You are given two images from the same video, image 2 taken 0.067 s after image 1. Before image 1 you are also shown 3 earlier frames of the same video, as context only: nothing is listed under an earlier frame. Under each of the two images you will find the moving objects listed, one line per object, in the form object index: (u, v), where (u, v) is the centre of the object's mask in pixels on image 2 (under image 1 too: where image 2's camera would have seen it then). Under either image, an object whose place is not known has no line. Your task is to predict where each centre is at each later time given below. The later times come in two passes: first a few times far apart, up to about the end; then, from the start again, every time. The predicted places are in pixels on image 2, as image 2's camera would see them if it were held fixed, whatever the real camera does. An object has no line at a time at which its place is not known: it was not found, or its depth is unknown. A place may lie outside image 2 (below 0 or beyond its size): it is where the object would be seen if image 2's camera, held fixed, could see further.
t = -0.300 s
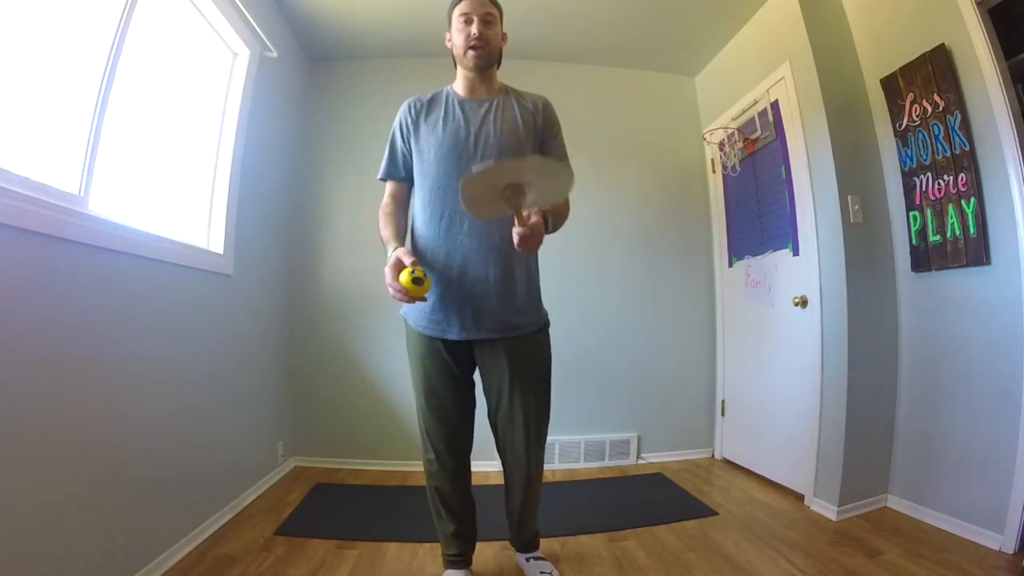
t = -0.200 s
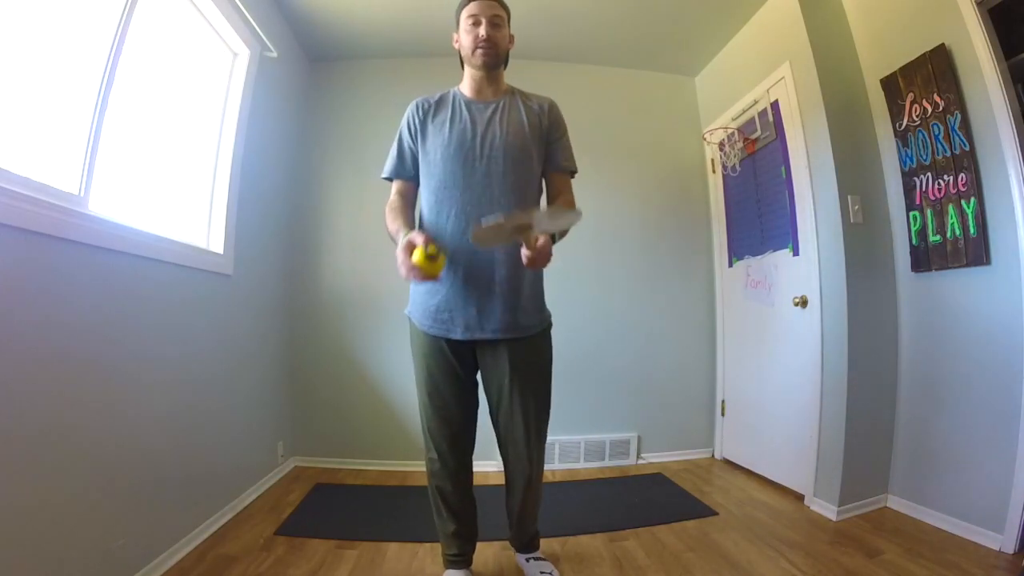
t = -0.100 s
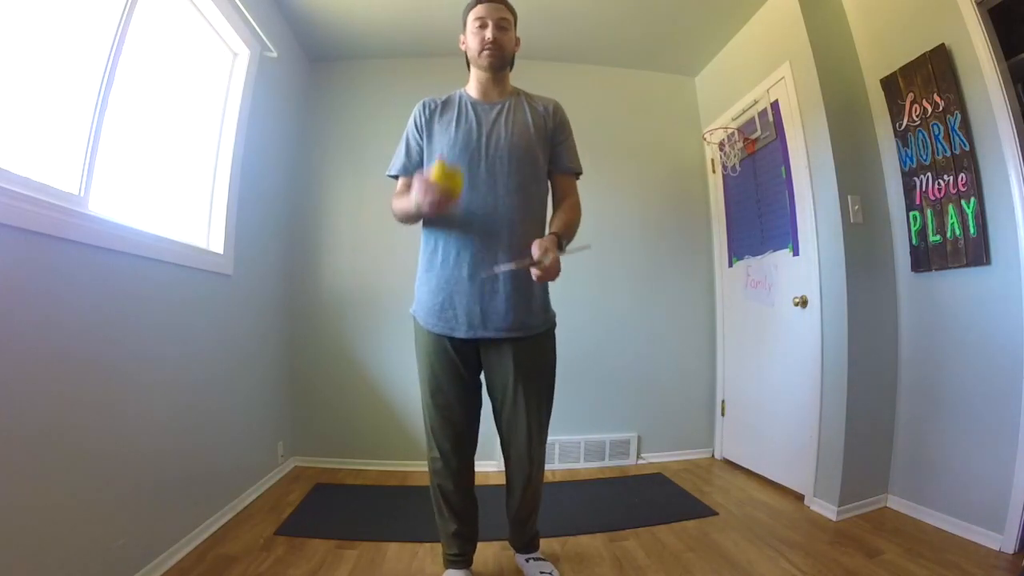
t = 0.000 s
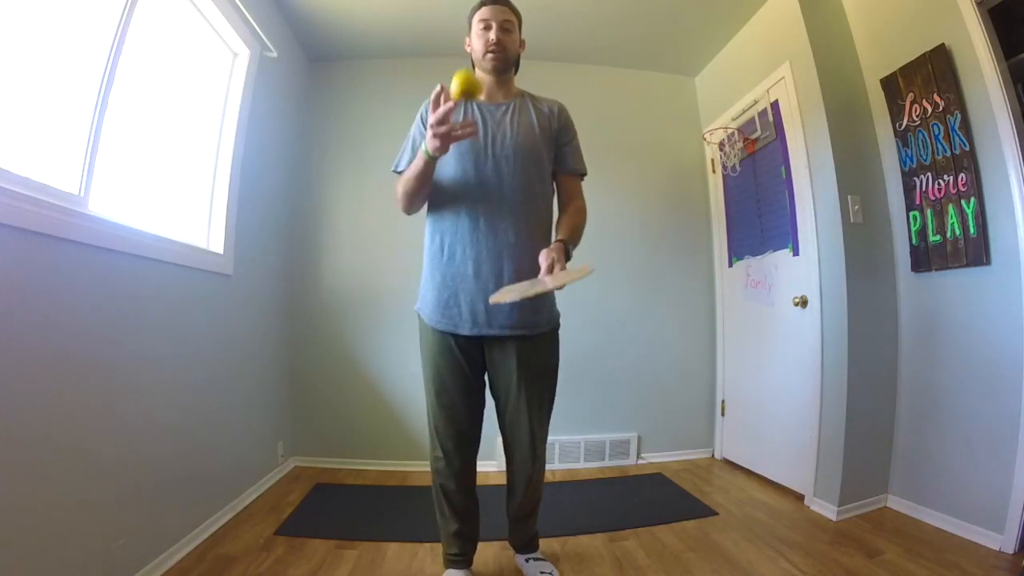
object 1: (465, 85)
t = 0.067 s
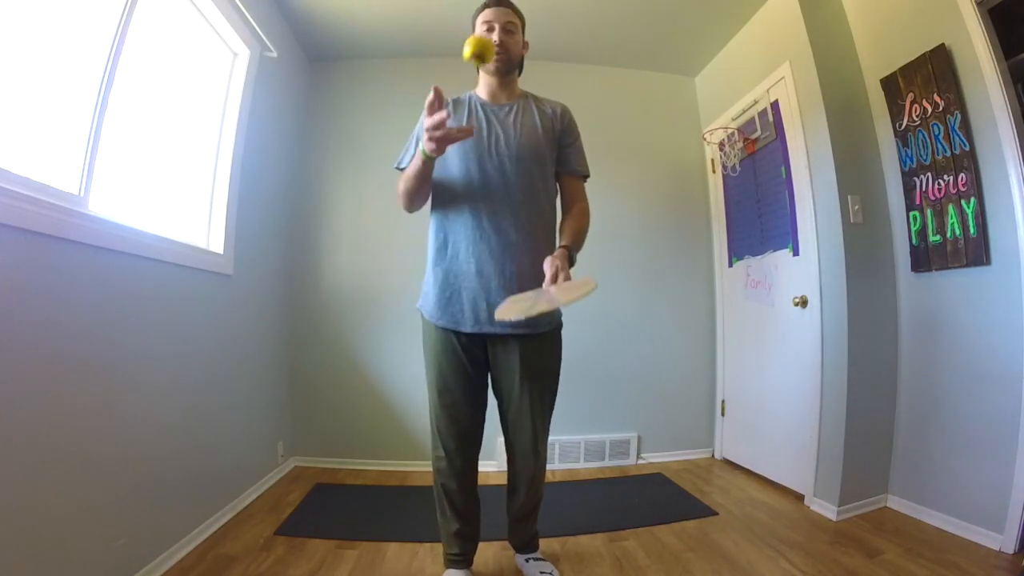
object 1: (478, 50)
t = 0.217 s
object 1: (504, 26)
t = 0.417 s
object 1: (538, 117)
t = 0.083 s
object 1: (482, 44)
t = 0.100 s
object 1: (485, 39)
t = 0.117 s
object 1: (488, 34)
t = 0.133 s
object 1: (490, 31)
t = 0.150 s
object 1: (494, 28)
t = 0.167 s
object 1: (496, 26)
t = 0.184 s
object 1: (499, 25)
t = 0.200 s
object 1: (501, 25)
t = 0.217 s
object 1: (504, 26)
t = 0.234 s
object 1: (507, 29)
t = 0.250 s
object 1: (510, 32)
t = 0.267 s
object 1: (513, 36)
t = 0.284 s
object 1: (515, 40)
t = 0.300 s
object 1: (517, 46)
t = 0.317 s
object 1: (520, 53)
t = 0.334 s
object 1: (523, 60)
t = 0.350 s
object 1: (526, 69)
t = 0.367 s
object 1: (528, 79)
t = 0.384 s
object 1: (531, 91)
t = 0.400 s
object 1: (534, 103)
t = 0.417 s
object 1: (538, 117)
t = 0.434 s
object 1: (541, 132)
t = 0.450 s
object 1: (544, 151)
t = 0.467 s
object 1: (547, 169)
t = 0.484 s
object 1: (551, 190)
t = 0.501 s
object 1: (554, 213)
